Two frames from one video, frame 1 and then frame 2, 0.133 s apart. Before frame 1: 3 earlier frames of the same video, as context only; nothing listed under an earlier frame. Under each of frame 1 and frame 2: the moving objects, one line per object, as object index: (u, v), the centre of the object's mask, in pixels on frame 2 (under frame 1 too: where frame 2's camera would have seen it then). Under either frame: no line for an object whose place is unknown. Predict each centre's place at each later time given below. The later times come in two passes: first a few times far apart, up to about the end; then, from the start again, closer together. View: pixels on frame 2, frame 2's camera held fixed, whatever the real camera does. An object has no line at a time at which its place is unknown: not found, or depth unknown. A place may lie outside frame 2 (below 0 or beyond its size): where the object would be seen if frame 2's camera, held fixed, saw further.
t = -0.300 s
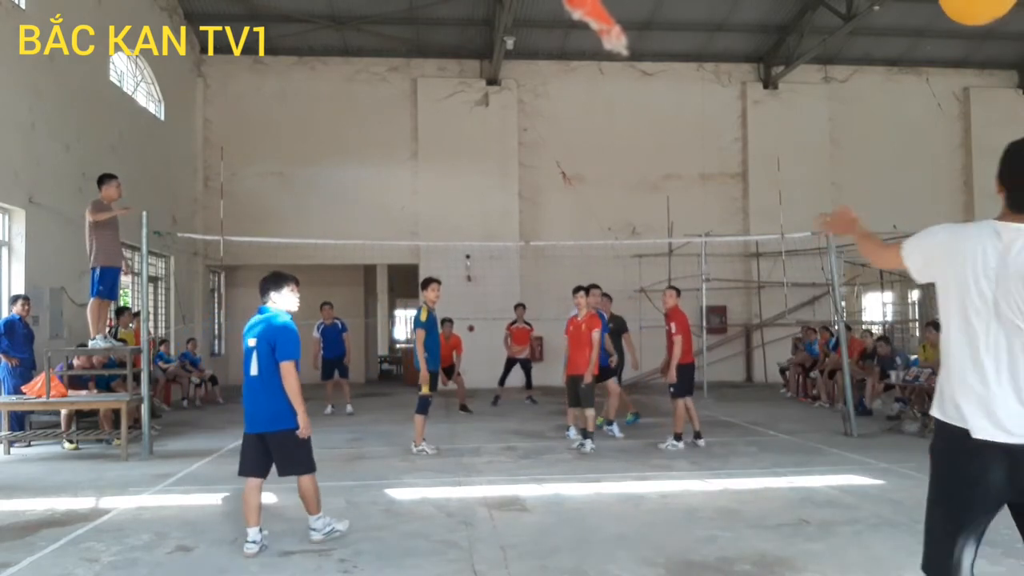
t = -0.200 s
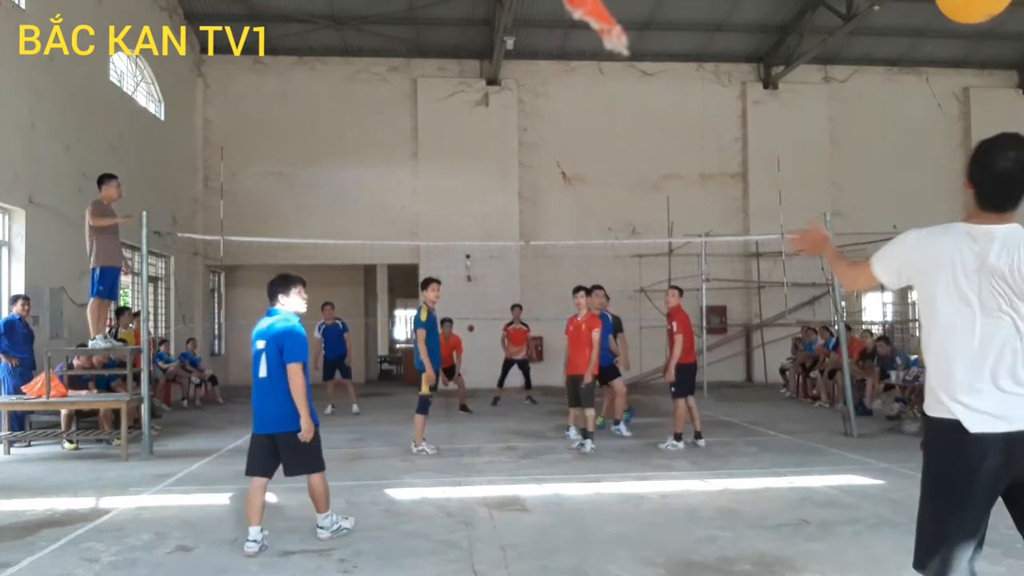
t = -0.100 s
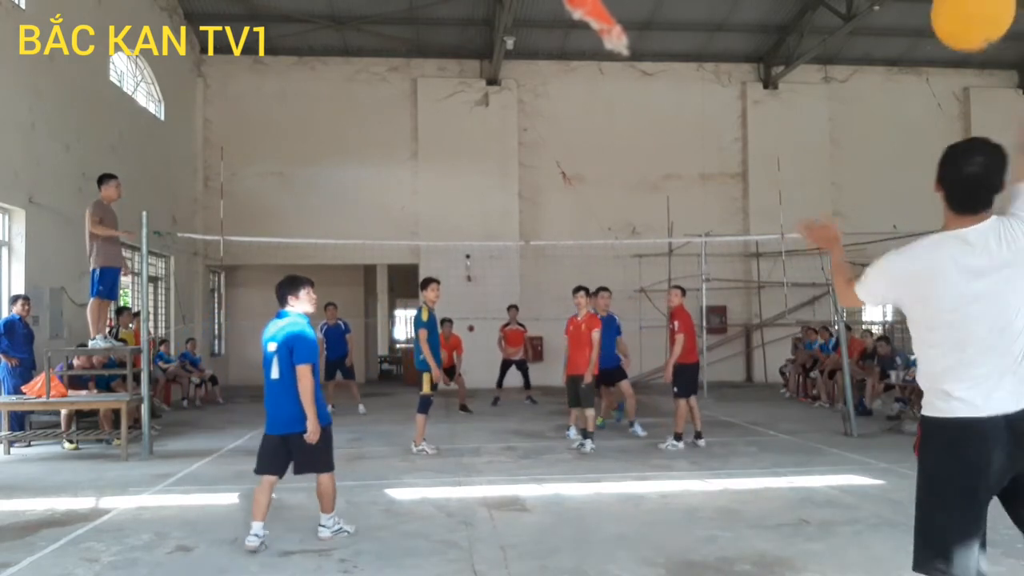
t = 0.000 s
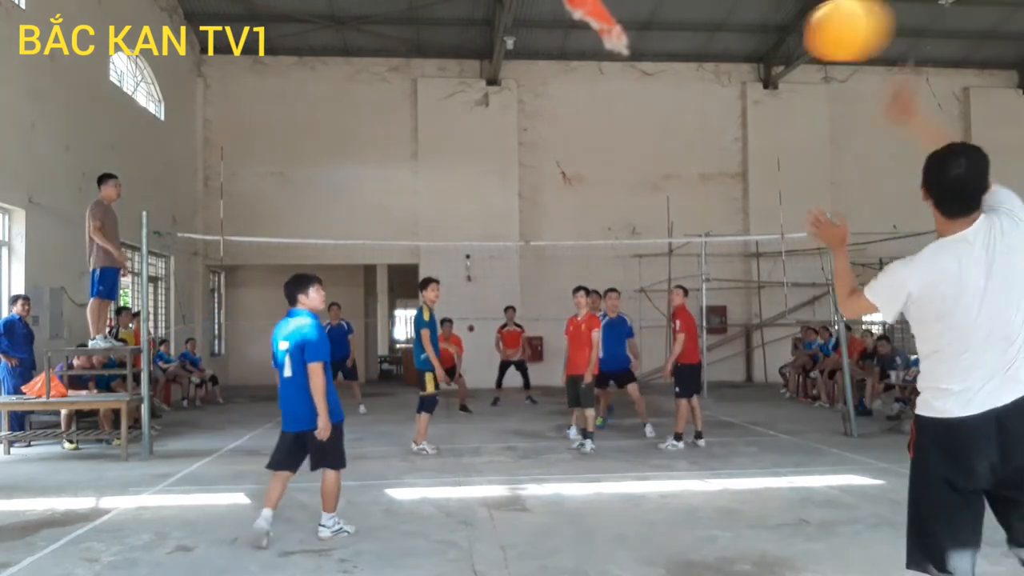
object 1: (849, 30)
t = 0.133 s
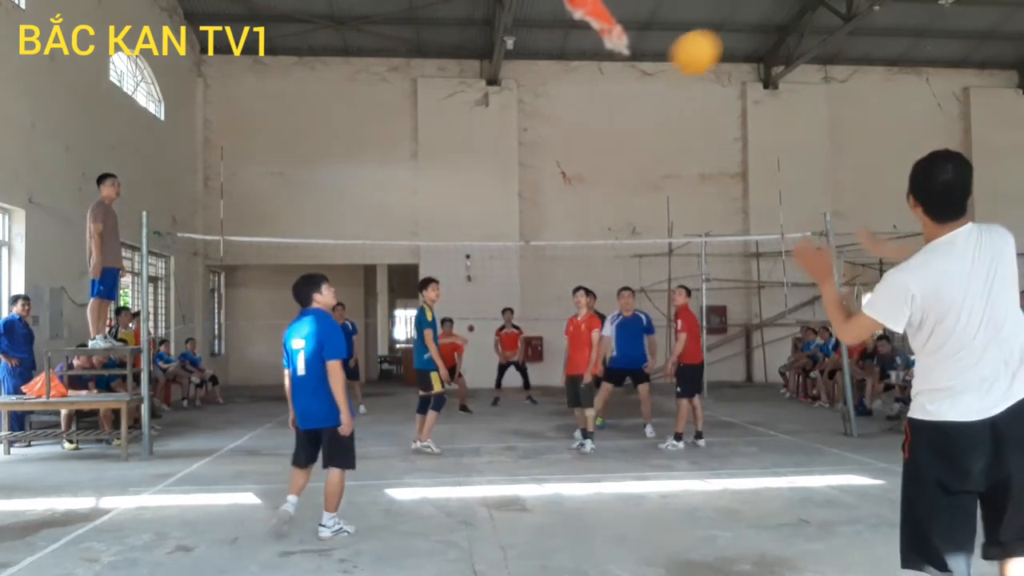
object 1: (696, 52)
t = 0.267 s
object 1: (618, 92)
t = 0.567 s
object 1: (538, 195)
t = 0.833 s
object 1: (506, 291)
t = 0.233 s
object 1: (632, 82)
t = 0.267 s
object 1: (618, 92)
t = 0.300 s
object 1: (605, 102)
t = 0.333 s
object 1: (593, 113)
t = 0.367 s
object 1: (582, 124)
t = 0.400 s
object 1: (573, 135)
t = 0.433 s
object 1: (565, 147)
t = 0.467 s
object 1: (558, 158)
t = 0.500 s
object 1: (551, 170)
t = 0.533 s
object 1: (543, 183)
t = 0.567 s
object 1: (538, 195)
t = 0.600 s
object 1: (532, 206)
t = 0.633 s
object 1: (528, 219)
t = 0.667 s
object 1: (523, 231)
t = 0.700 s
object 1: (520, 242)
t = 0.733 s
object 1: (515, 254)
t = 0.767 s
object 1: (512, 266)
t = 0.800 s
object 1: (509, 278)
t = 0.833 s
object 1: (506, 291)
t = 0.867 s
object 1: (503, 303)
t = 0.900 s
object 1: (501, 315)
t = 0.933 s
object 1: (498, 328)
